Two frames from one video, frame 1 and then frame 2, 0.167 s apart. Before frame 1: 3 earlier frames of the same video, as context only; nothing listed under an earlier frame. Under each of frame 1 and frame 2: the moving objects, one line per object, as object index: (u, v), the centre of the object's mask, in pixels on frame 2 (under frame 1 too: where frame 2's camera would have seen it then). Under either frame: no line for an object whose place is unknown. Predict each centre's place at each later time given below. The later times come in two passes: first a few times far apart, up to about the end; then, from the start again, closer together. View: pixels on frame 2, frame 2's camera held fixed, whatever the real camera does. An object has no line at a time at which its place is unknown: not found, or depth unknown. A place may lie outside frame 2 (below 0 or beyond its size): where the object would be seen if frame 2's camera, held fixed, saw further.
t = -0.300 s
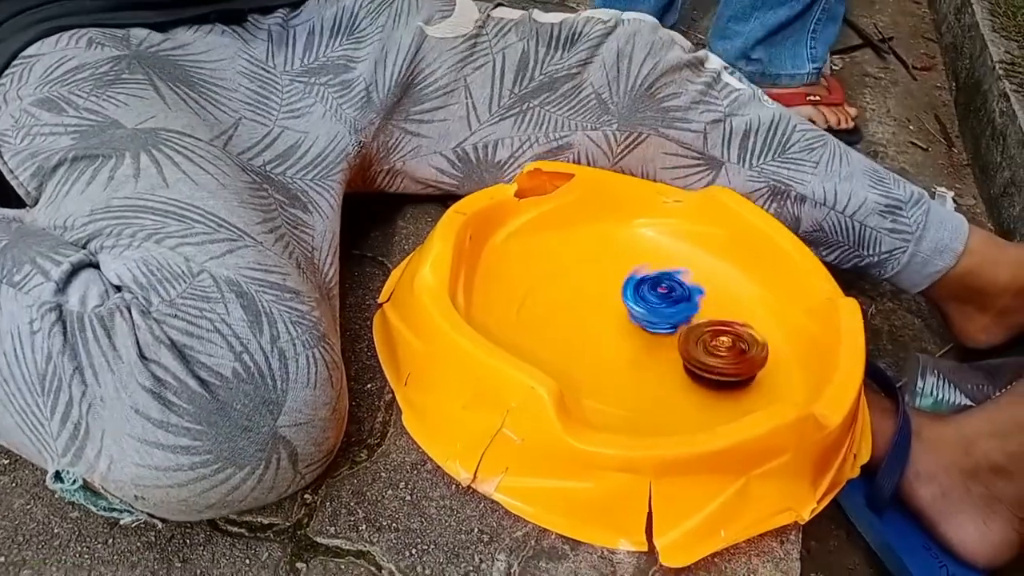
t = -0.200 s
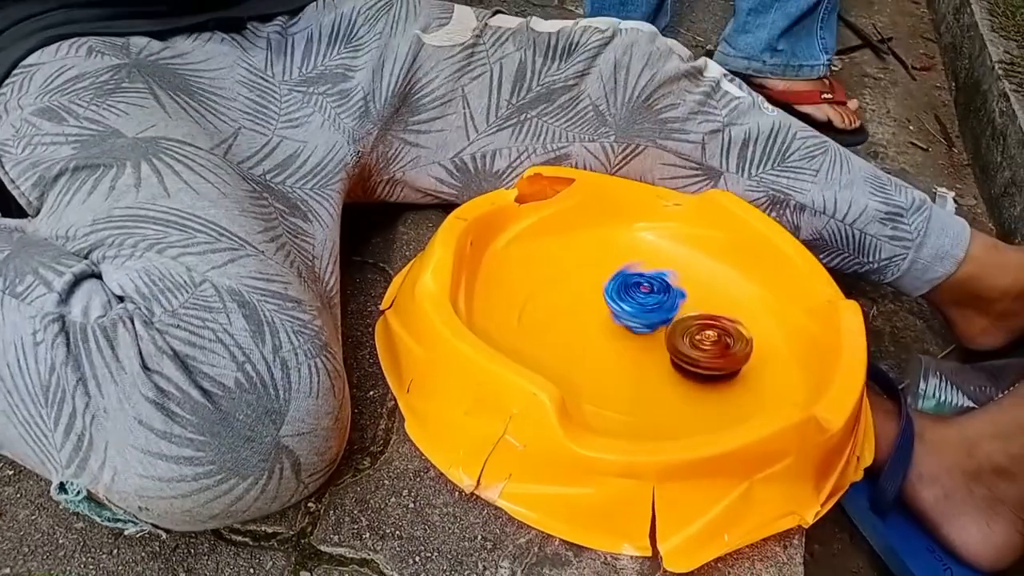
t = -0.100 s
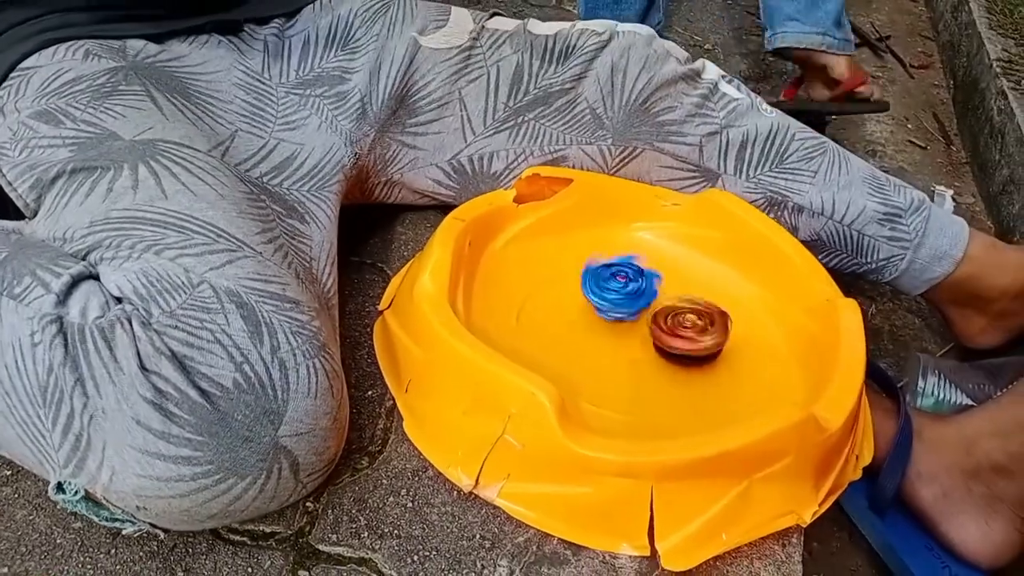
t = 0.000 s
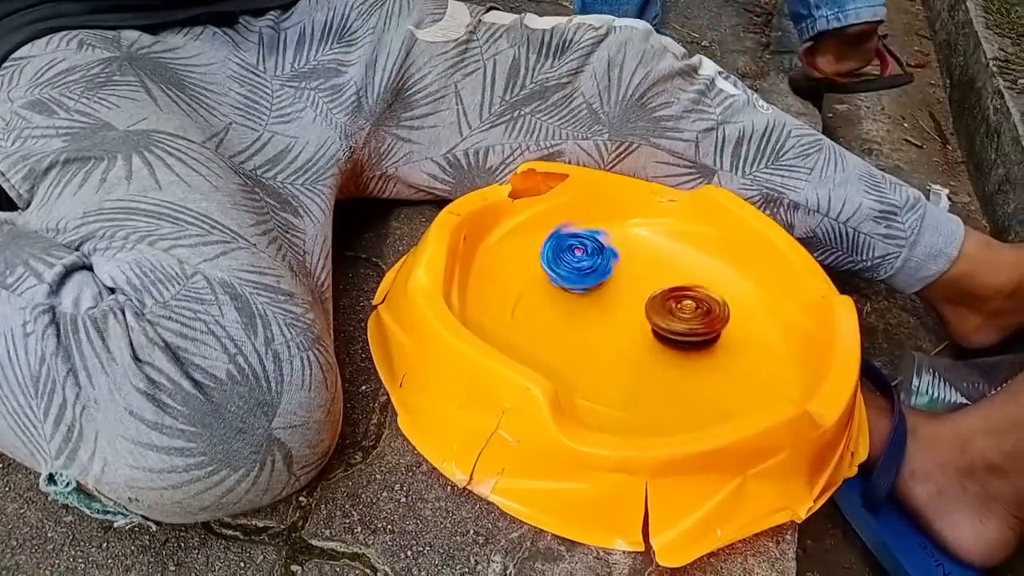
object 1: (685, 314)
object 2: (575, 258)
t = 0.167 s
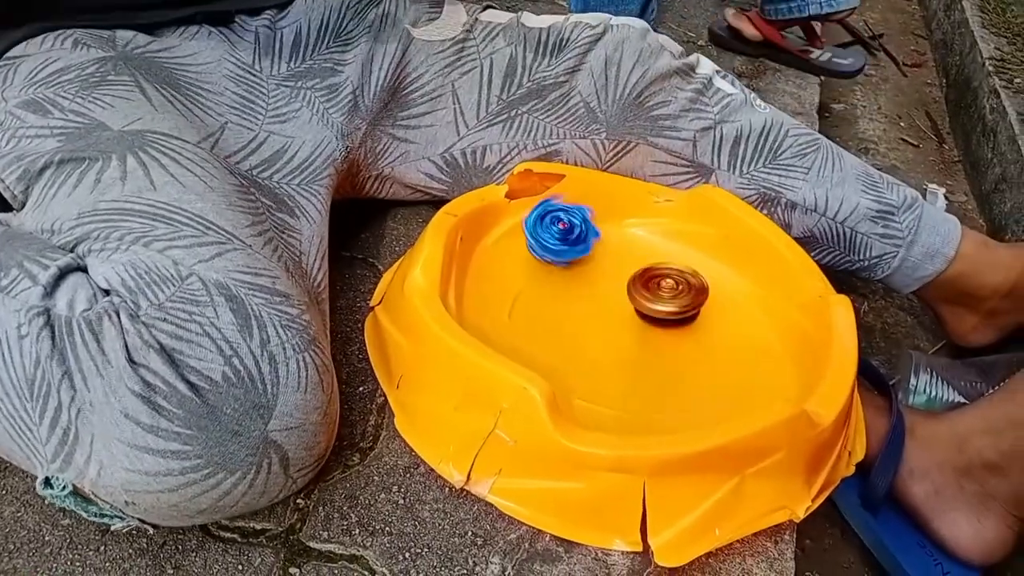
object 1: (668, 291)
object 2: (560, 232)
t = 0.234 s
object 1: (669, 282)
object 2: (558, 225)
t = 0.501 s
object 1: (686, 297)
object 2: (575, 242)
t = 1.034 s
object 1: (627, 295)
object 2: (520, 306)
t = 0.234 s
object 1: (669, 282)
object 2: (558, 225)
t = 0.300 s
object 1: (673, 277)
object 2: (559, 224)
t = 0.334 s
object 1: (680, 275)
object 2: (560, 223)
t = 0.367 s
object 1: (685, 275)
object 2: (564, 223)
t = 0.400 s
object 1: (687, 283)
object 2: (566, 226)
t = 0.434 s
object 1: (689, 289)
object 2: (569, 231)
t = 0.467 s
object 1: (689, 293)
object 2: (573, 236)
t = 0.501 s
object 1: (686, 297)
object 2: (575, 242)
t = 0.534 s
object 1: (677, 300)
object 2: (578, 249)
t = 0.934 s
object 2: (502, 287)
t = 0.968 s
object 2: (508, 293)
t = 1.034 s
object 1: (627, 295)
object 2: (520, 306)
